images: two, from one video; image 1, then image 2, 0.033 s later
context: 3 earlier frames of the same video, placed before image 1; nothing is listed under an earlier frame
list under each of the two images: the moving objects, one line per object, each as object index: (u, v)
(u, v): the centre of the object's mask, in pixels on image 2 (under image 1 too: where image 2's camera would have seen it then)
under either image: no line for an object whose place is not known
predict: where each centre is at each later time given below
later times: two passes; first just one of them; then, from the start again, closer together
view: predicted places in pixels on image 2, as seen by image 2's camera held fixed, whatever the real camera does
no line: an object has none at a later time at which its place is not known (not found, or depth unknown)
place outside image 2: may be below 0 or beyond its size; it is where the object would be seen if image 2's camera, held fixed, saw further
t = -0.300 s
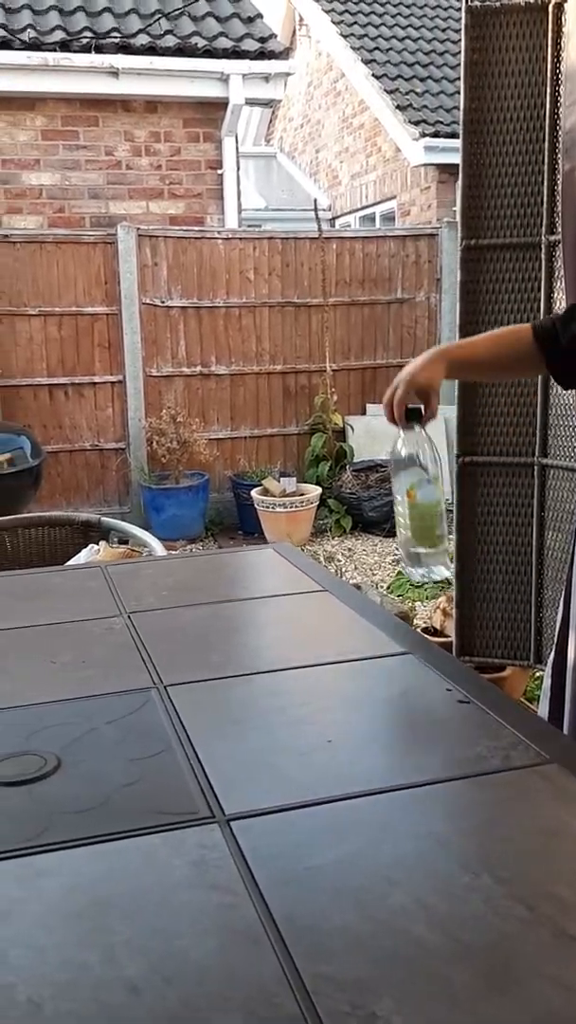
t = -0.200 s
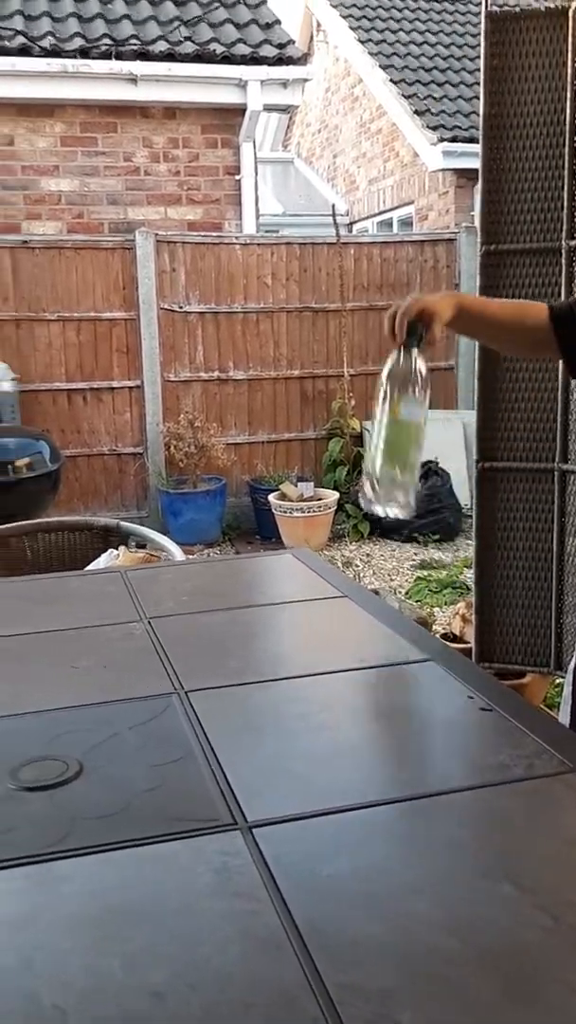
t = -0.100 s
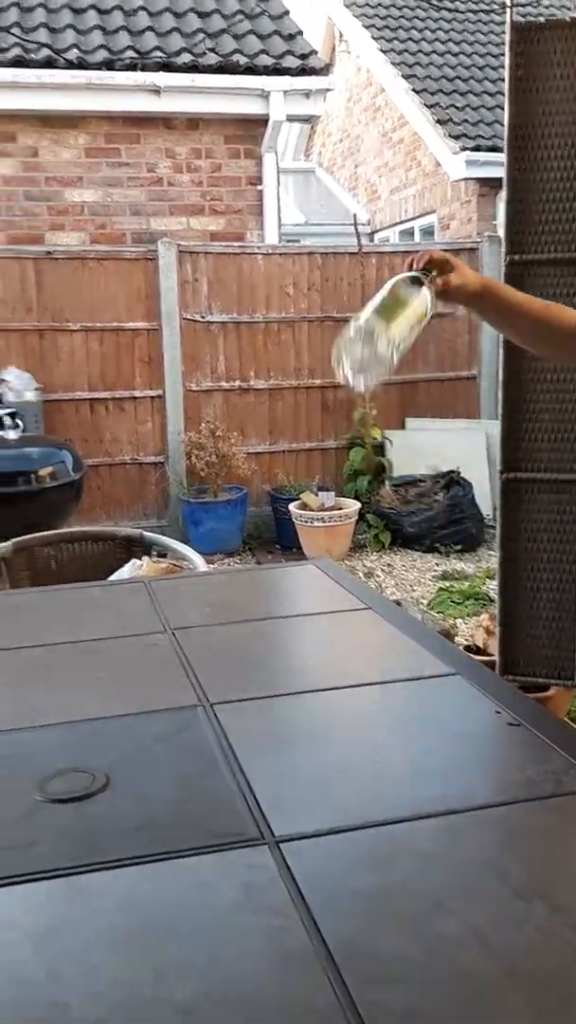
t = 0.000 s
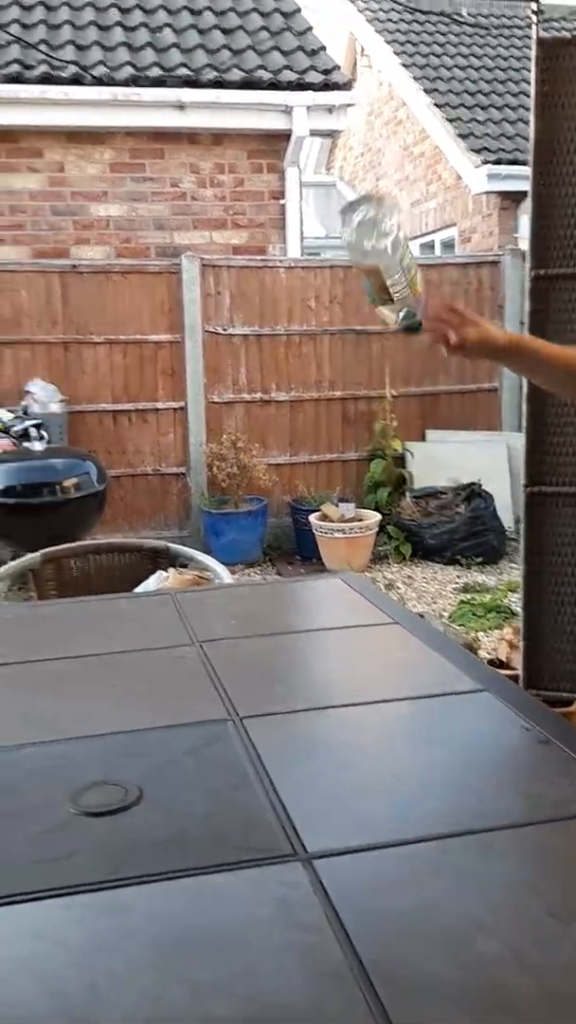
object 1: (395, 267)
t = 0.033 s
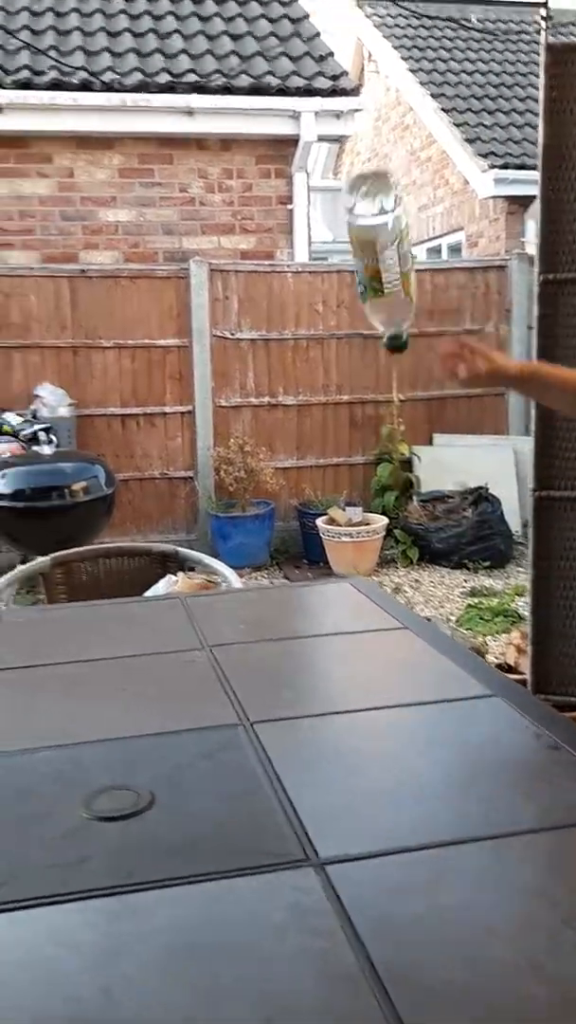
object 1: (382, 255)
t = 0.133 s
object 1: (349, 248)
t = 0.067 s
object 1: (371, 251)
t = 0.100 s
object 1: (360, 250)
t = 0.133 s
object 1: (349, 248)
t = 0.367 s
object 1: (305, 428)
